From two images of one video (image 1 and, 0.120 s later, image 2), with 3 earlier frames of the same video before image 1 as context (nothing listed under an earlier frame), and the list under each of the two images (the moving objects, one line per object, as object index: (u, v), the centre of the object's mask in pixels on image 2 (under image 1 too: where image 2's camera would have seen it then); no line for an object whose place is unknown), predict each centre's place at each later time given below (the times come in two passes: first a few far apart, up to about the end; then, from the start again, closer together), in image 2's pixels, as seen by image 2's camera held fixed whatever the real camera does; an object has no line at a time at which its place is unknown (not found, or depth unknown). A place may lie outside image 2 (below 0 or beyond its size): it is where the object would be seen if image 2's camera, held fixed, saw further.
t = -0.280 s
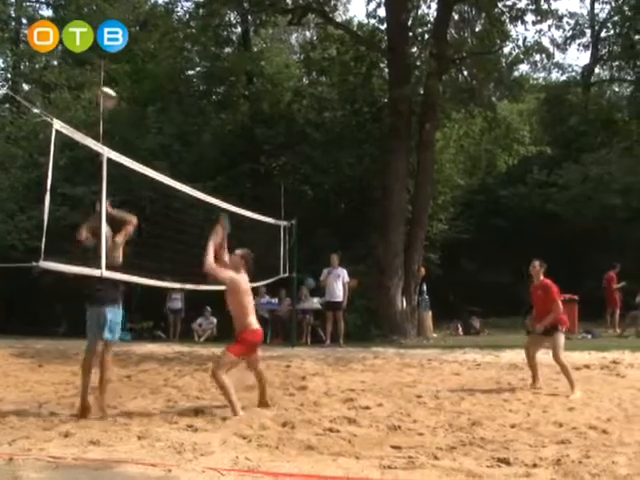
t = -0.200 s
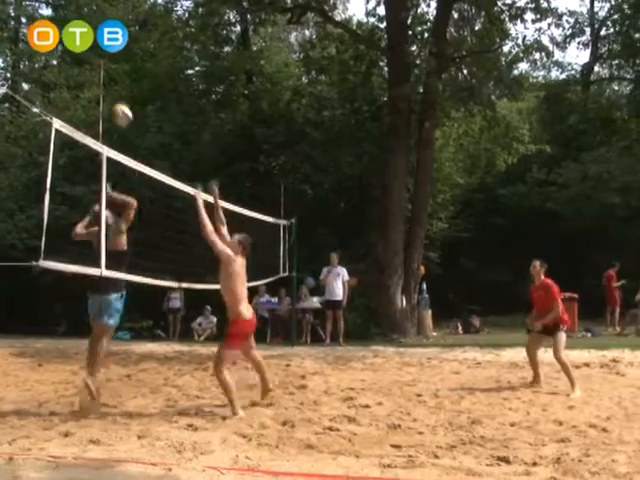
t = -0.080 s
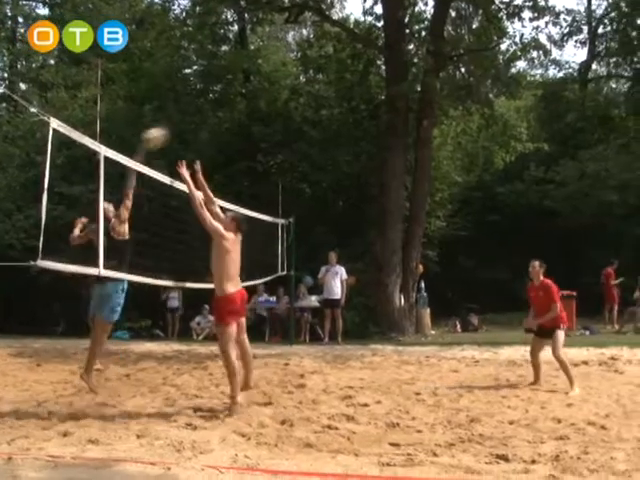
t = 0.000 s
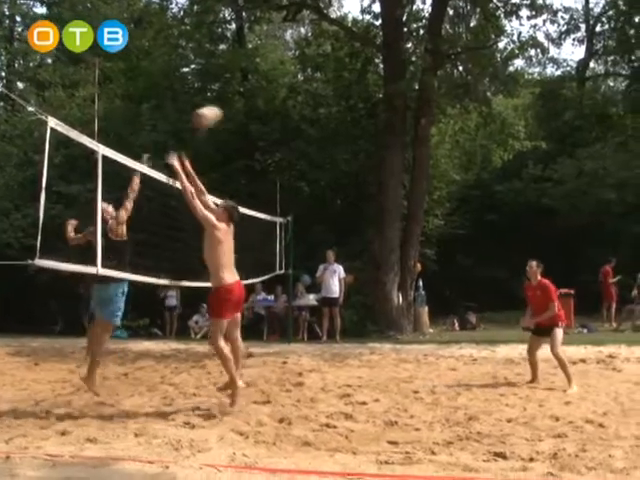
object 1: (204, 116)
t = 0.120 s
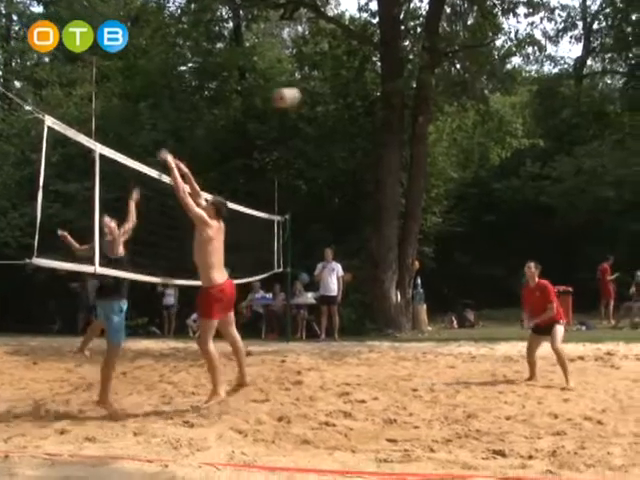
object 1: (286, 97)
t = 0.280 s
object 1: (392, 94)
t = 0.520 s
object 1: (543, 138)
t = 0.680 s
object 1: (636, 197)
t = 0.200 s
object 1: (339, 93)
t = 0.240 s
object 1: (365, 93)
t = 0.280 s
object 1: (392, 94)
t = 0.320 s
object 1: (417, 99)
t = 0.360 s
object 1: (442, 103)
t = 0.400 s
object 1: (468, 109)
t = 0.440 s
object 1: (492, 117)
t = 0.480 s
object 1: (516, 126)
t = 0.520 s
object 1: (543, 138)
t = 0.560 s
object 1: (567, 151)
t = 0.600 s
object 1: (589, 165)
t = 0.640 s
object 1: (614, 180)
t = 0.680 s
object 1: (636, 197)
